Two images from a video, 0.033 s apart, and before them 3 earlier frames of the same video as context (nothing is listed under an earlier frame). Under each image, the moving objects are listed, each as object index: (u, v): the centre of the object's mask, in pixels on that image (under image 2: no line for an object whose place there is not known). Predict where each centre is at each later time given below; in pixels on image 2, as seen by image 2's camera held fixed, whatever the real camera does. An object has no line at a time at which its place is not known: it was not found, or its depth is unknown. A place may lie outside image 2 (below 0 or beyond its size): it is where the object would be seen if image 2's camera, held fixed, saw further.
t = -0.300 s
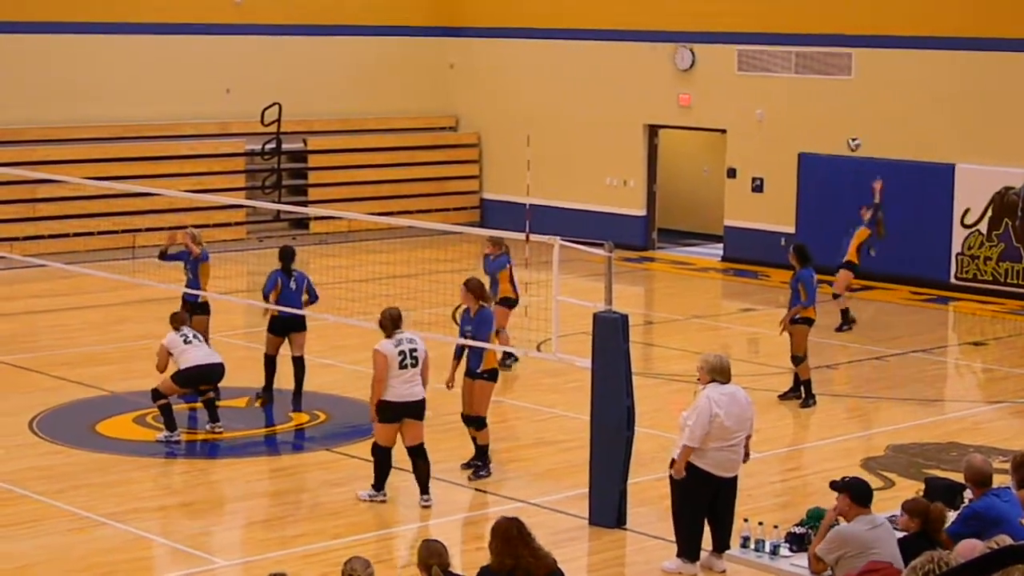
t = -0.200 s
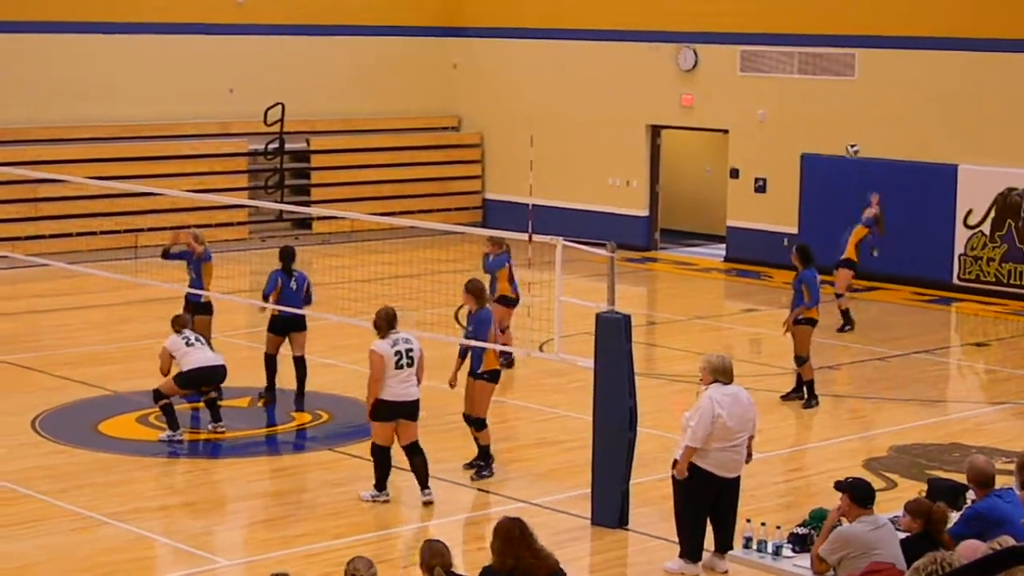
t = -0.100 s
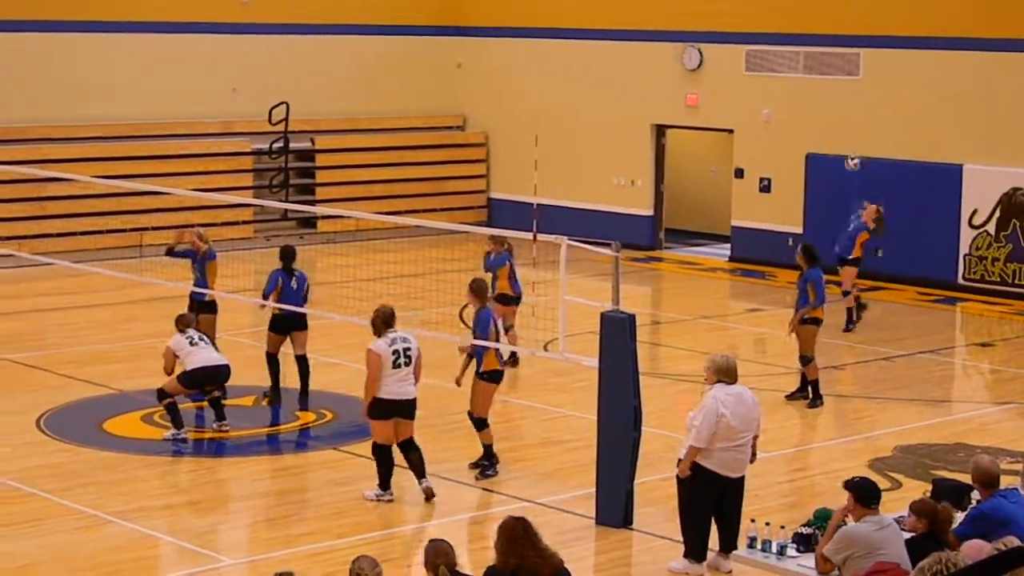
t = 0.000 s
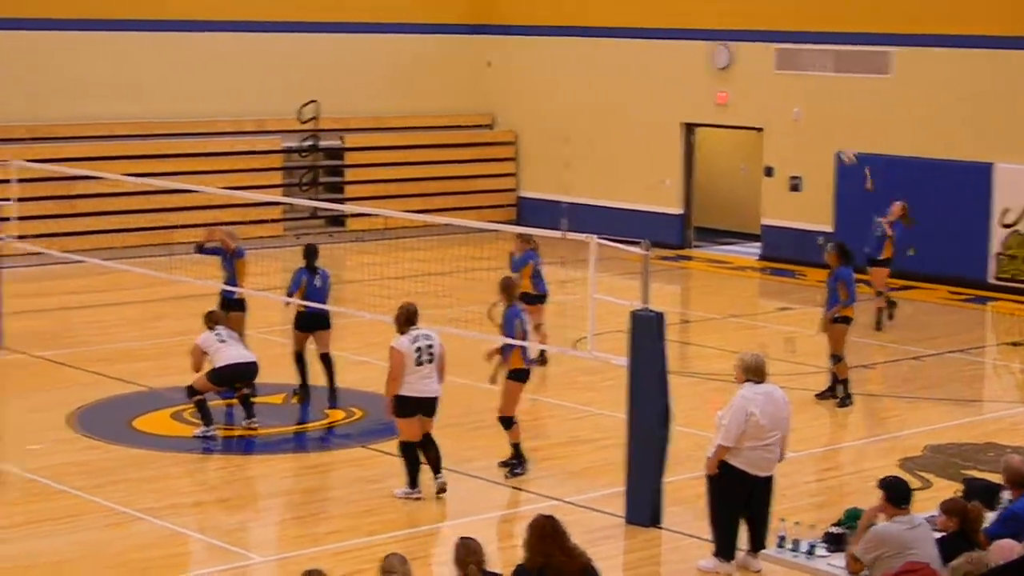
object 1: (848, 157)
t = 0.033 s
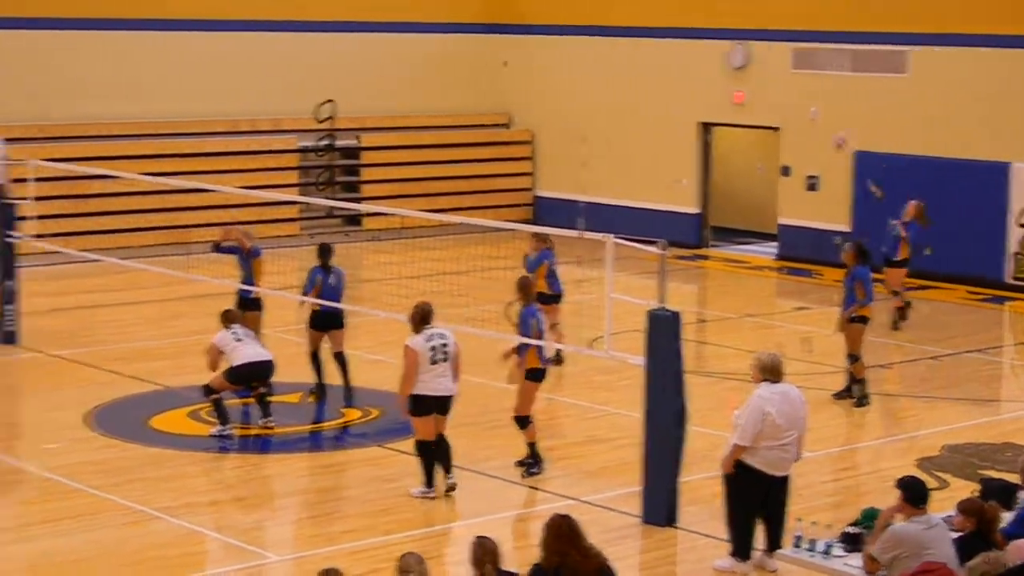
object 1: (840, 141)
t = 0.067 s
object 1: (813, 124)
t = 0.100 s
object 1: (788, 118)
